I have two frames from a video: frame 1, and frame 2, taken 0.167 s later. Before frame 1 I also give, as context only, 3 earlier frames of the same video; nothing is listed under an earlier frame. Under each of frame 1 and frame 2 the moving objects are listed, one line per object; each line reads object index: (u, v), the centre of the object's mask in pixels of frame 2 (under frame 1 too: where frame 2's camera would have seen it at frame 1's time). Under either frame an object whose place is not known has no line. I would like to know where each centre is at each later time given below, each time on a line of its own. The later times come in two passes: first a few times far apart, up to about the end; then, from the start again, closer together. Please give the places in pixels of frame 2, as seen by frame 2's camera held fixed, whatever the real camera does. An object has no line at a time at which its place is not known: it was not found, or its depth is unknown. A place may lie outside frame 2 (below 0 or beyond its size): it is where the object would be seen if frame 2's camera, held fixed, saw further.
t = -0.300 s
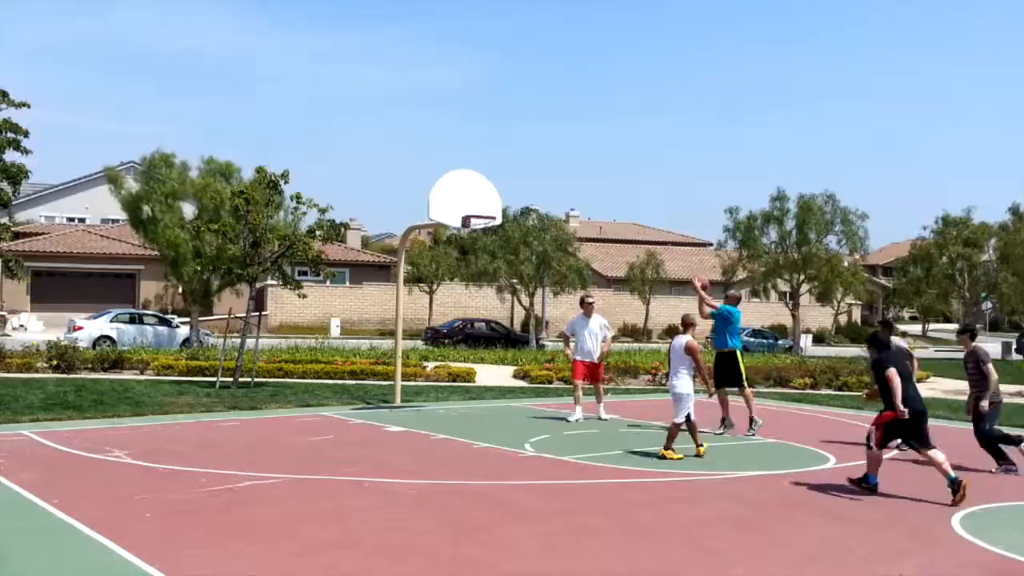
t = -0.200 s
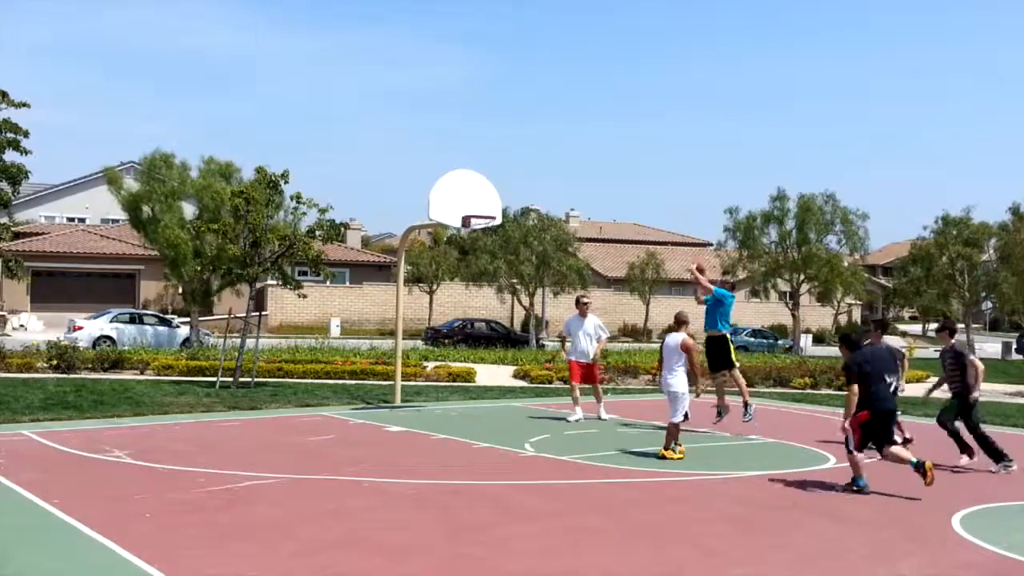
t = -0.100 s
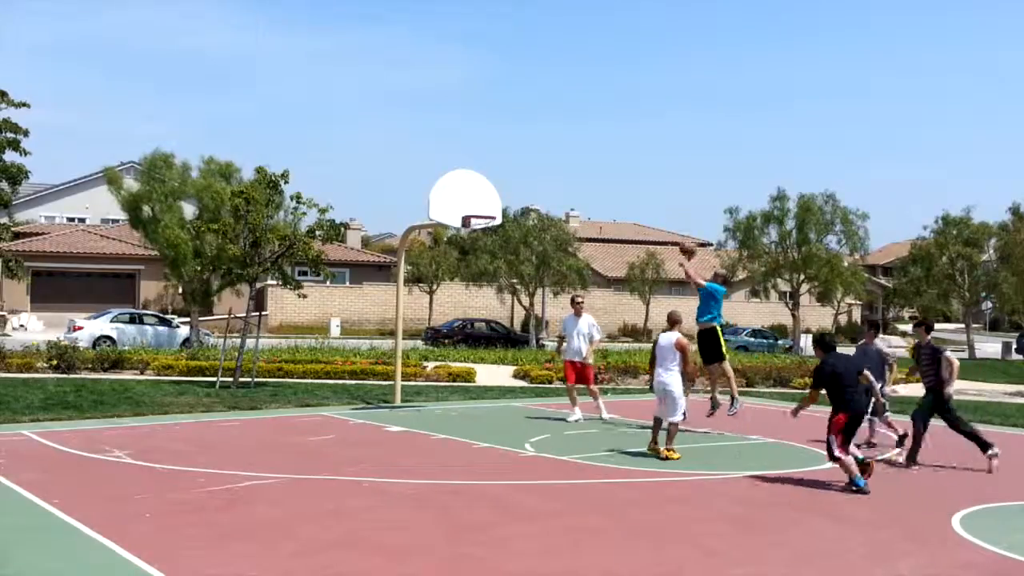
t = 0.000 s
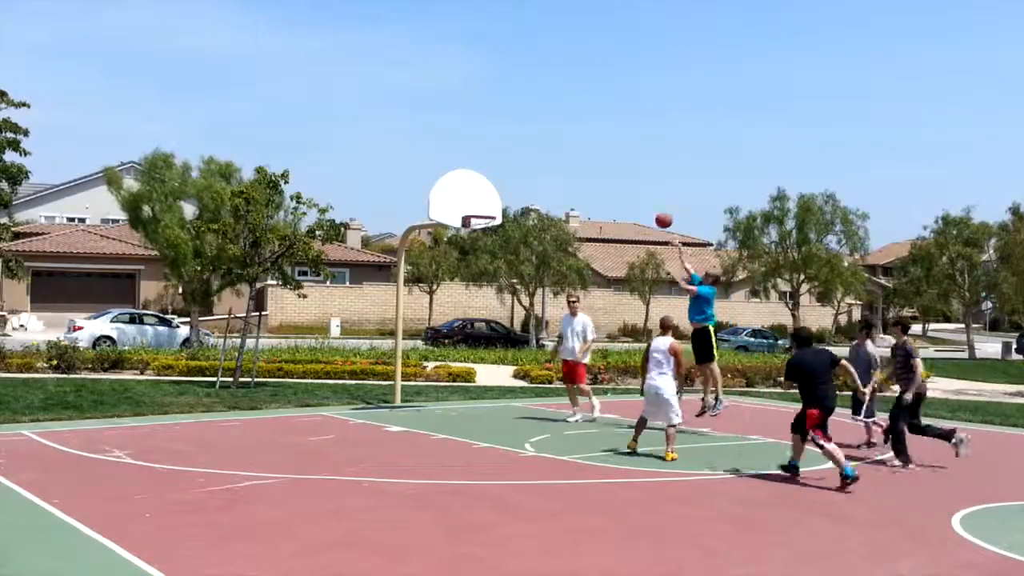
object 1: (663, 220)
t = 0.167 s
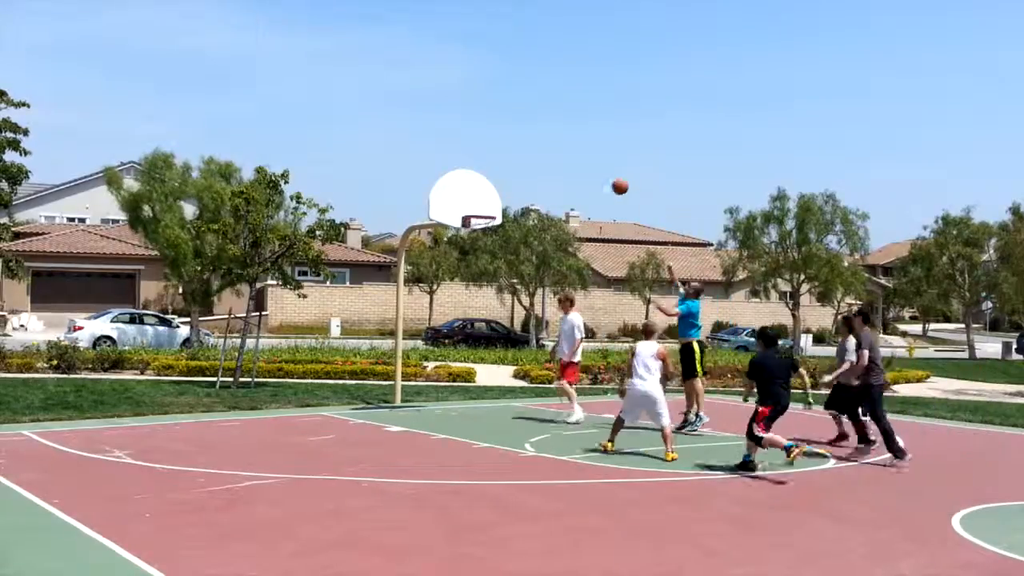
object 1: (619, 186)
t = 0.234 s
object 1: (603, 178)
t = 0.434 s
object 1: (553, 172)
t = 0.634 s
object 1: (506, 193)
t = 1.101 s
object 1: (487, 234)
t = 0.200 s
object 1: (611, 182)
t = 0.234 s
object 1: (603, 178)
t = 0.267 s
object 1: (594, 175)
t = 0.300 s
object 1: (586, 173)
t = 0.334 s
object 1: (577, 172)
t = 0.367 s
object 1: (569, 171)
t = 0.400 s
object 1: (561, 172)
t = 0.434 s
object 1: (553, 172)
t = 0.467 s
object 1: (545, 174)
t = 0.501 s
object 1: (537, 177)
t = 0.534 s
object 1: (529, 180)
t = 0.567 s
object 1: (521, 183)
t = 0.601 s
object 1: (514, 188)
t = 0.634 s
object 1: (506, 193)
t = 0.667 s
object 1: (498, 199)
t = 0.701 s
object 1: (490, 206)
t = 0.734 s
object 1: (482, 213)
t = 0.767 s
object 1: (476, 216)
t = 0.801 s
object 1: (472, 219)
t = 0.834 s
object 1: (479, 221)
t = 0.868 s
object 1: (481, 223)
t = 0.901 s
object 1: (486, 223)
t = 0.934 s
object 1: (486, 225)
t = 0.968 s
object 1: (488, 225)
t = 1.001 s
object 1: (489, 227)
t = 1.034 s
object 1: (490, 230)
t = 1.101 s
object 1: (487, 234)
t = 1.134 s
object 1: (484, 235)
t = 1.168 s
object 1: (483, 237)
